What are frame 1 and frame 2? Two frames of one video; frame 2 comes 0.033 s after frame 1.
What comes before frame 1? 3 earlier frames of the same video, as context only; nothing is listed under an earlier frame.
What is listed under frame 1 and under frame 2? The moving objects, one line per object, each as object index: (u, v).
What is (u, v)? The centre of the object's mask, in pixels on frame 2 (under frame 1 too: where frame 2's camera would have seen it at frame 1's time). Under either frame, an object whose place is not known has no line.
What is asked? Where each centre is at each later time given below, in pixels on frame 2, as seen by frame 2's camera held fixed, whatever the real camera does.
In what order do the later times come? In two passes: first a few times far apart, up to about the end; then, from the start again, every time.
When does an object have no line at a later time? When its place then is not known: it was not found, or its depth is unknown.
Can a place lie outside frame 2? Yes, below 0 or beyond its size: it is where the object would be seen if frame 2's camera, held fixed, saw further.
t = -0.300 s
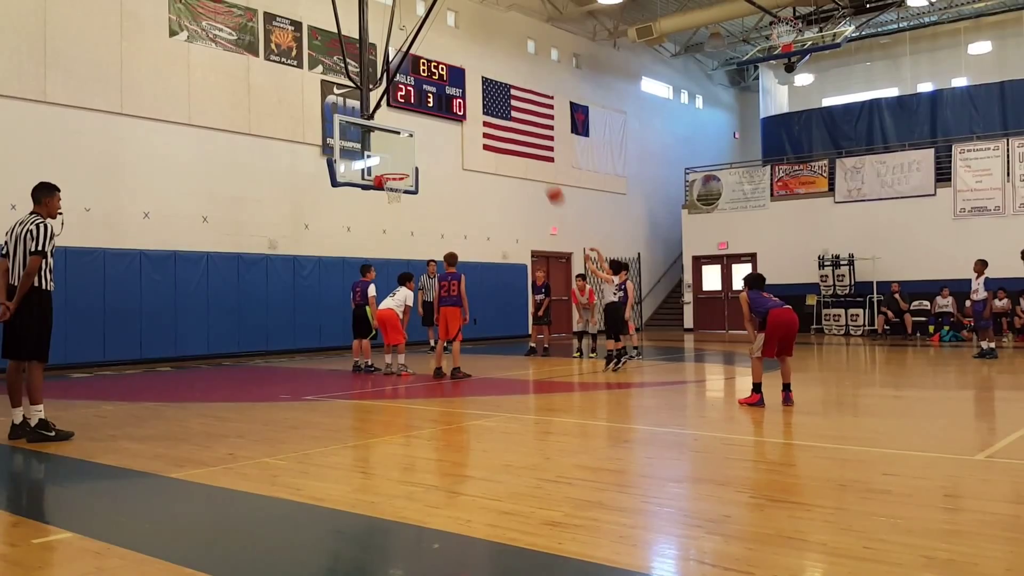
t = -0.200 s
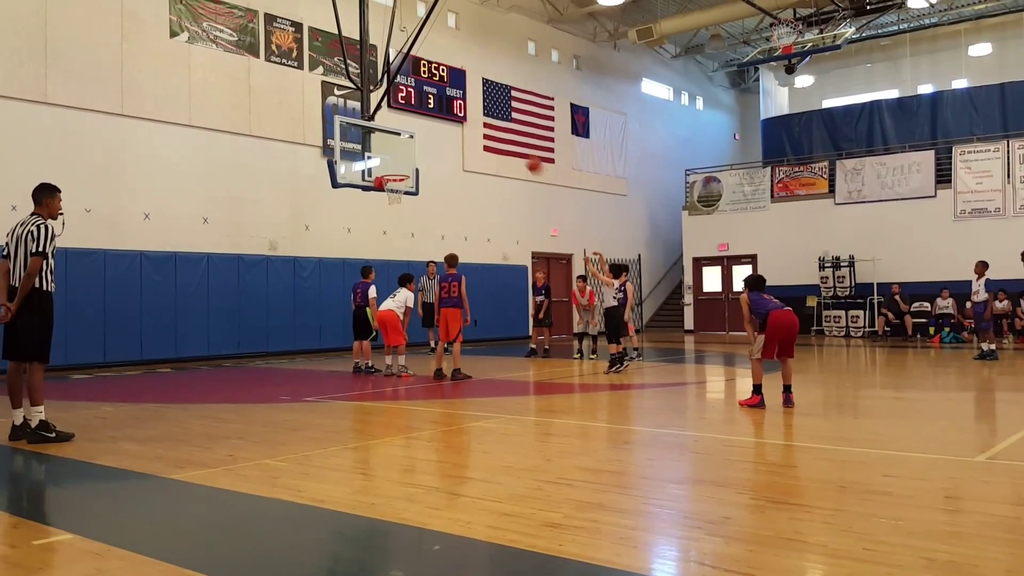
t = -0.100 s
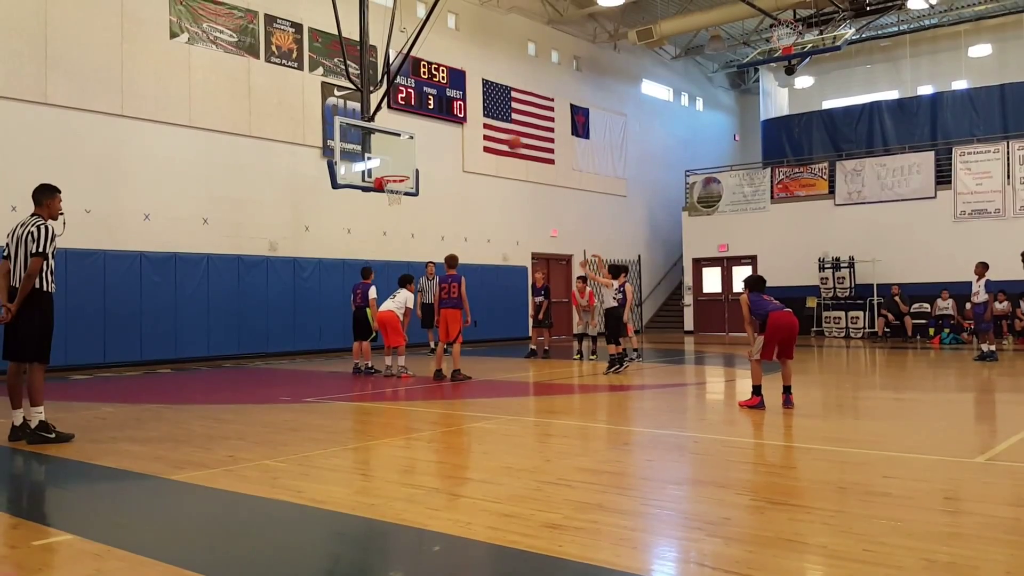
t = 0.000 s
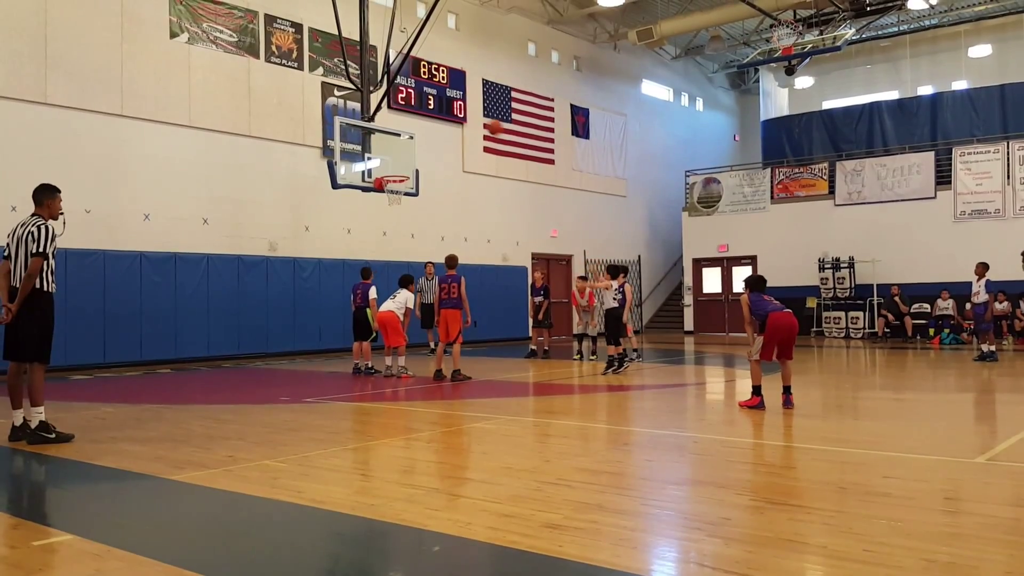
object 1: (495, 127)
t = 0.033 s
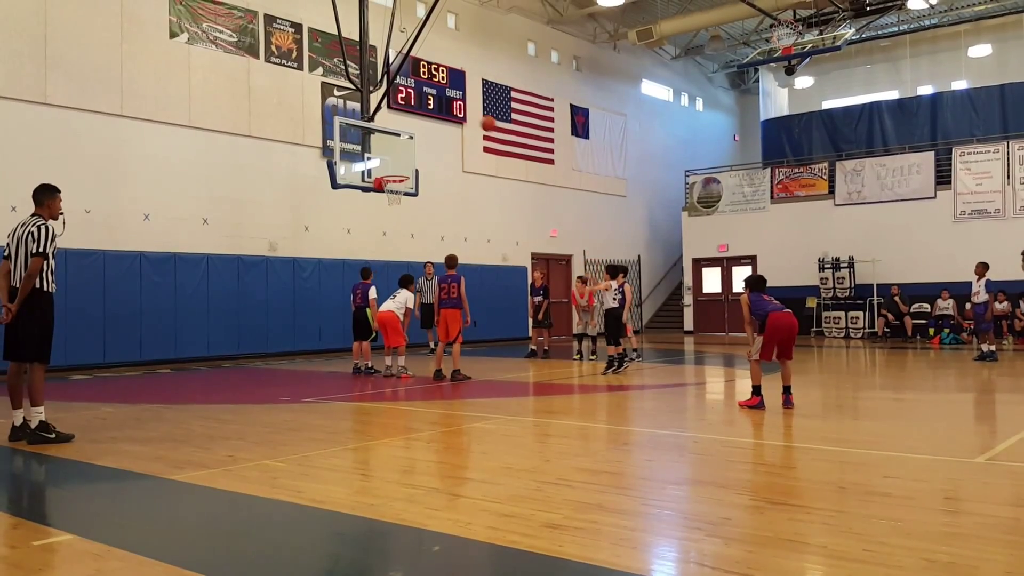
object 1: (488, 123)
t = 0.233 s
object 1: (452, 118)
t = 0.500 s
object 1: (410, 149)
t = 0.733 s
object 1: (383, 195)
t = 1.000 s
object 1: (383, 226)
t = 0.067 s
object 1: (482, 121)
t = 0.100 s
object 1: (476, 119)
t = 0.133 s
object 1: (470, 118)
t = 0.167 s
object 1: (464, 117)
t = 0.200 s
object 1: (459, 117)
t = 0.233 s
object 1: (452, 118)
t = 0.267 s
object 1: (447, 119)
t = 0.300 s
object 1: (442, 121)
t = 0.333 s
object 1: (436, 125)
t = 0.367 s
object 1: (430, 129)
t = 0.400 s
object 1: (426, 133)
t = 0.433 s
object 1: (420, 138)
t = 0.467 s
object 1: (415, 143)
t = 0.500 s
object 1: (410, 149)
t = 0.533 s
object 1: (406, 155)
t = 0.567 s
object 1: (401, 163)
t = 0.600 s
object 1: (396, 170)
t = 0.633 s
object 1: (390, 179)
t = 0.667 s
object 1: (385, 188)
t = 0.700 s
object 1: (383, 192)
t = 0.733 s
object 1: (383, 195)
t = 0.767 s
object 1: (383, 196)
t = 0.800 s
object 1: (383, 198)
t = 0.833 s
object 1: (383, 201)
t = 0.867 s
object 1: (383, 205)
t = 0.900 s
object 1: (383, 209)
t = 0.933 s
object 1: (383, 214)
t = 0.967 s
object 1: (383, 220)
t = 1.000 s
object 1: (383, 226)
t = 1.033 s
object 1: (383, 232)
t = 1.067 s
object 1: (383, 239)
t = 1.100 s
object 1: (383, 247)
